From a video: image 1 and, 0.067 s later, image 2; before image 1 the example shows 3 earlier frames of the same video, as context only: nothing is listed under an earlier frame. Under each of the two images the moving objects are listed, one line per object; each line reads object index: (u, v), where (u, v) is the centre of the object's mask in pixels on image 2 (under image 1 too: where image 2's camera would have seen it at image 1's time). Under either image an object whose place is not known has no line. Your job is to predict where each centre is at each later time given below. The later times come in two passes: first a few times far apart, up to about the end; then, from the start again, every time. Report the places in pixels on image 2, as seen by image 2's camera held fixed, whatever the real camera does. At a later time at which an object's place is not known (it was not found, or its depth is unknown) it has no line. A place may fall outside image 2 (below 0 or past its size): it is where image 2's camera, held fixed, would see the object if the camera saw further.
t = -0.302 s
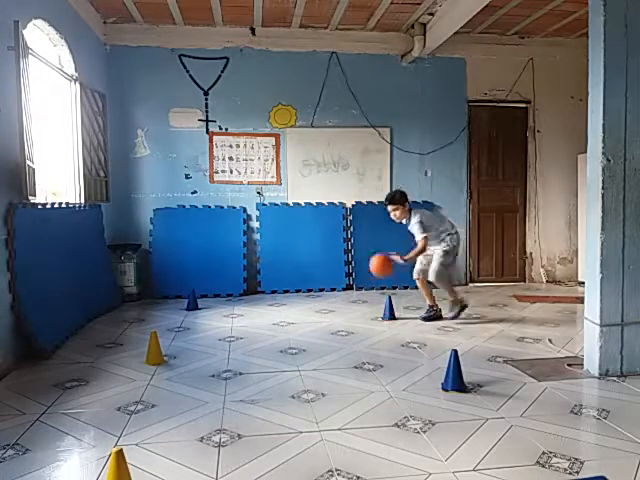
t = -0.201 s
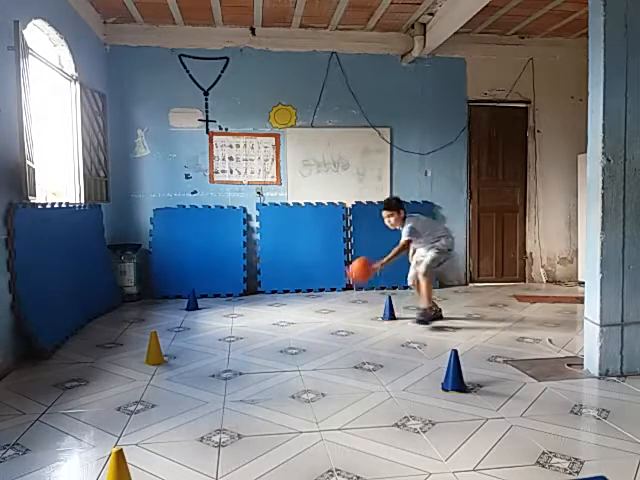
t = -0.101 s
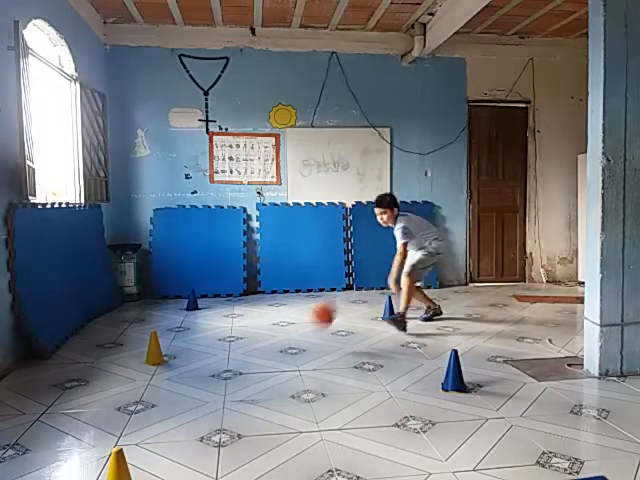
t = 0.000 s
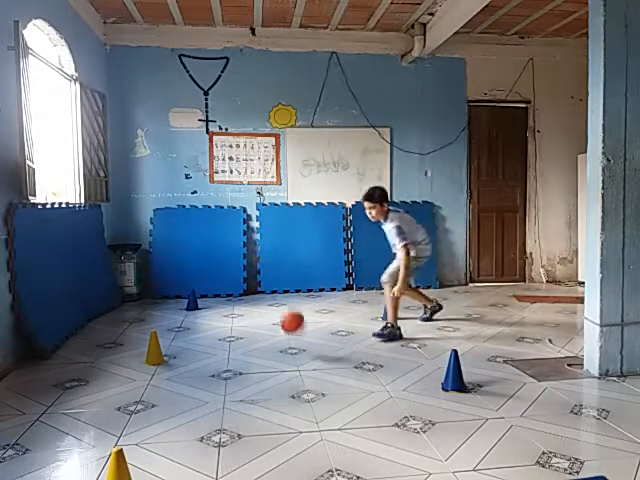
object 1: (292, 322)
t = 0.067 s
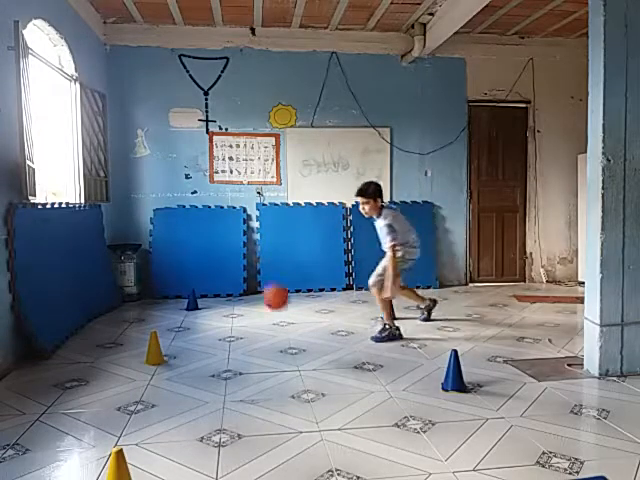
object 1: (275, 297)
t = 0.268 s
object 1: (225, 263)
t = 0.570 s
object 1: (146, 336)
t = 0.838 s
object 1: (75, 298)
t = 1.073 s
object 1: (14, 319)
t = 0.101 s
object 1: (267, 287)
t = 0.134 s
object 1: (259, 279)
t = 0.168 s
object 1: (251, 273)
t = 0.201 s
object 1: (242, 269)
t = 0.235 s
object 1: (234, 265)
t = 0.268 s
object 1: (225, 263)
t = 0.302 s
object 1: (217, 263)
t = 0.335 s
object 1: (208, 265)
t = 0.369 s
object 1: (199, 270)
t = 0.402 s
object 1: (191, 275)
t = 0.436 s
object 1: (182, 283)
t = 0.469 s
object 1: (172, 292)
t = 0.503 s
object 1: (163, 304)
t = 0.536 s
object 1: (155, 319)
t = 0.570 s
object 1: (146, 336)
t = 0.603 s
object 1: (138, 354)
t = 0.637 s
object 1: (128, 353)
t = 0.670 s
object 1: (121, 341)
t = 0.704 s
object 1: (110, 329)
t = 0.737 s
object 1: (101, 316)
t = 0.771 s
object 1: (93, 307)
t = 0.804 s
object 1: (83, 303)
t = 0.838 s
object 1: (75, 298)
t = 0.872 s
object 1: (66, 295)
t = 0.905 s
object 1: (58, 294)
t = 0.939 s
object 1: (49, 295)
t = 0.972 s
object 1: (42, 297)
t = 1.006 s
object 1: (32, 302)
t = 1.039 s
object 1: (23, 308)
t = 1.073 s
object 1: (14, 319)
